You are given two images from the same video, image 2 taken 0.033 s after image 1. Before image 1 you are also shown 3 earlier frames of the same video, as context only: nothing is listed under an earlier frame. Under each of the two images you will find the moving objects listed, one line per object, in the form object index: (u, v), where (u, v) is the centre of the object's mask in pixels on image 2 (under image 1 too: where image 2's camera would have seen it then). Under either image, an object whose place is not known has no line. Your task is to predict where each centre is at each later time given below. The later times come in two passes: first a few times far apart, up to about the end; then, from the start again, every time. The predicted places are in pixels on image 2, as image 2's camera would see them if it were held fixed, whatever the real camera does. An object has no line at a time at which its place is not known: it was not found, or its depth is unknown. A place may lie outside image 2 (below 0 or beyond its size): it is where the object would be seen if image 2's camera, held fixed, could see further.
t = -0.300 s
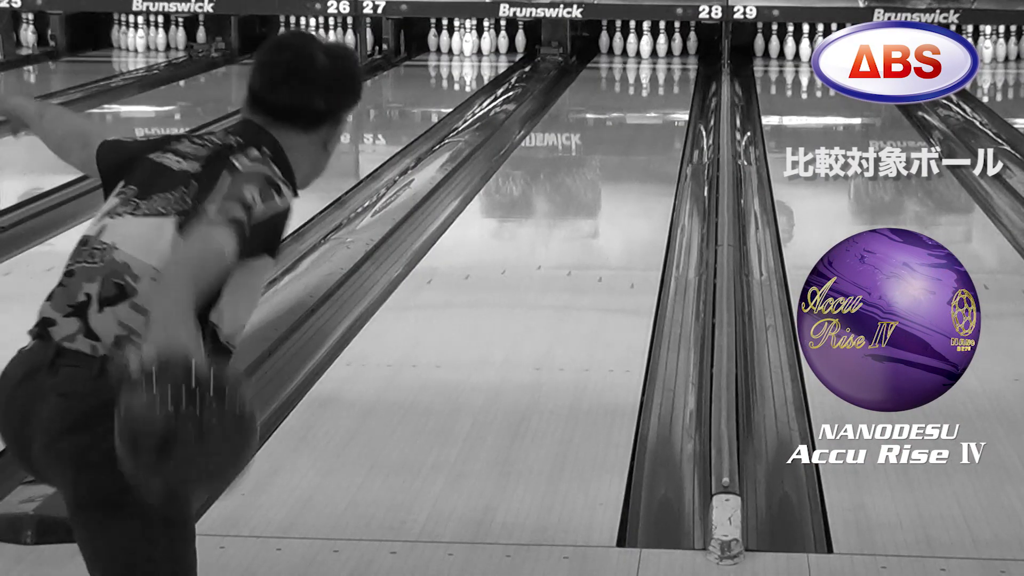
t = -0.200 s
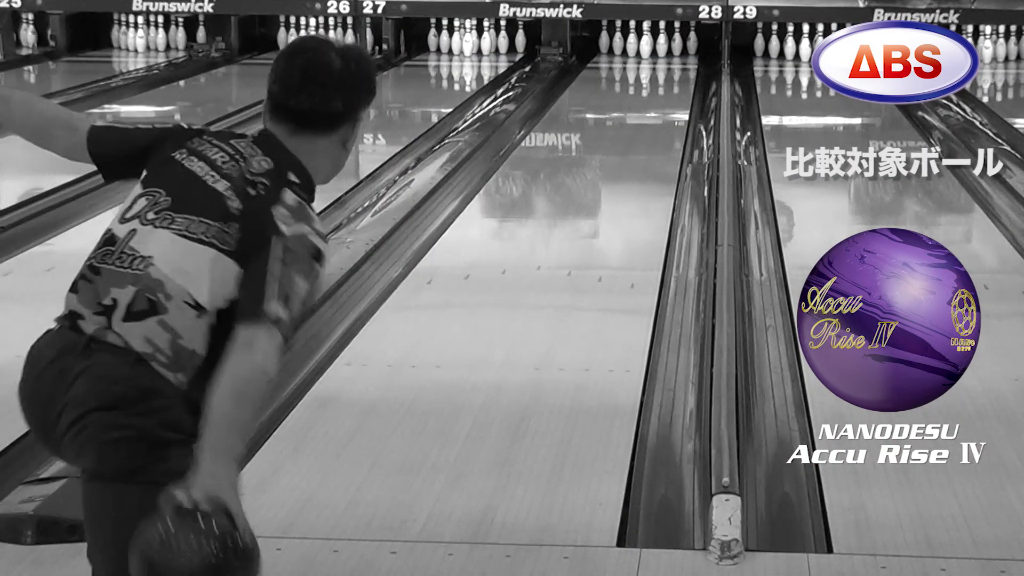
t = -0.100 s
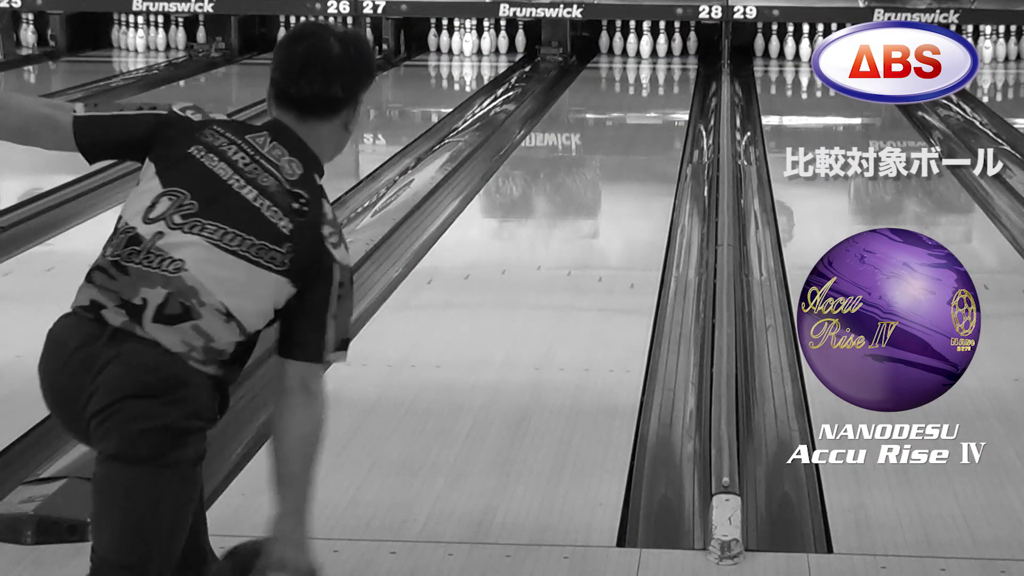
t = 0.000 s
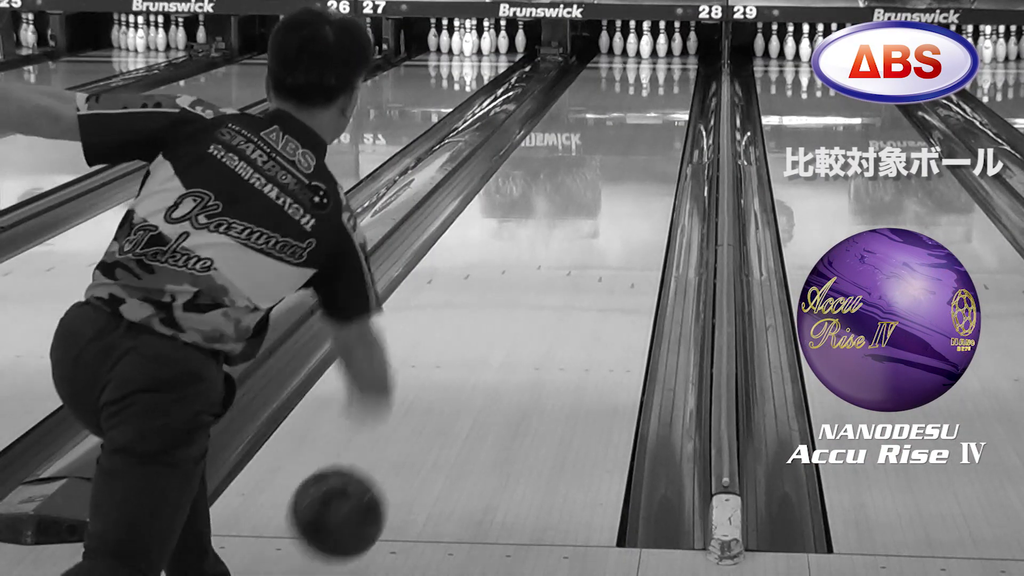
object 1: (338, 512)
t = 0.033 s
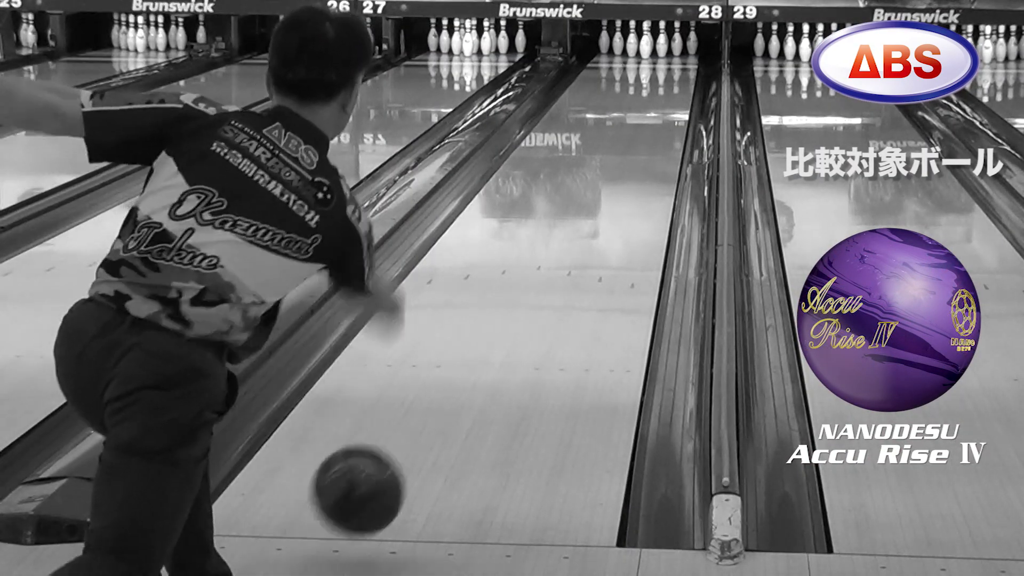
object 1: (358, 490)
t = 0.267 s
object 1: (465, 381)
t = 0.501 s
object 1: (529, 291)
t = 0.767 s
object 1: (577, 224)
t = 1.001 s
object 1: (606, 182)
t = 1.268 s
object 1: (630, 146)
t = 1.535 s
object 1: (646, 118)
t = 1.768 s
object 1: (655, 99)
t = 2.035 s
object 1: (661, 82)
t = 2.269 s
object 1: (661, 69)
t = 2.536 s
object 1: (658, 57)
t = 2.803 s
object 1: (655, 48)
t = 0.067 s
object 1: (378, 473)
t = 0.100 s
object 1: (395, 462)
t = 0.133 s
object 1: (411, 454)
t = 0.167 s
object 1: (426, 433)
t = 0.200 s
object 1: (441, 414)
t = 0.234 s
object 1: (453, 397)
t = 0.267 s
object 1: (465, 381)
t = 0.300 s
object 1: (476, 365)
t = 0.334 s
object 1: (486, 351)
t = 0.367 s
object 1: (496, 338)
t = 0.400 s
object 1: (505, 325)
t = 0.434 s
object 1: (514, 313)
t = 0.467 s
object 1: (522, 302)
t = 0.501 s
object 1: (529, 291)
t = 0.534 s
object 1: (536, 282)
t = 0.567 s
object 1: (543, 272)
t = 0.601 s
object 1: (550, 263)
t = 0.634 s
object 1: (556, 255)
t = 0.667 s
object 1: (562, 246)
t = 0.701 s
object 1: (567, 239)
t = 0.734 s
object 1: (572, 231)
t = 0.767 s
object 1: (577, 224)
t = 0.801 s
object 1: (582, 217)
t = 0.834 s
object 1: (586, 211)
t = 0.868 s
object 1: (591, 205)
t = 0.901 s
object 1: (595, 199)
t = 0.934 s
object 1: (599, 193)
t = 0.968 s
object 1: (603, 188)
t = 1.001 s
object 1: (606, 182)
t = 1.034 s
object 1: (609, 177)
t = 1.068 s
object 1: (613, 172)
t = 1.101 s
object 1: (616, 168)
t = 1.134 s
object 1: (619, 163)
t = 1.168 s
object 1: (622, 158)
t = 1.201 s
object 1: (624, 154)
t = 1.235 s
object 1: (627, 150)
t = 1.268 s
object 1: (630, 146)
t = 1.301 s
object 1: (632, 141)
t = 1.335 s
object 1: (634, 138)
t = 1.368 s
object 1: (637, 135)
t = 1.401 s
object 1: (639, 131)
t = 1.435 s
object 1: (641, 128)
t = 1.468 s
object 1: (643, 125)
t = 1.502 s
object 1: (645, 122)
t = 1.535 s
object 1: (646, 118)
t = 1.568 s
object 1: (648, 116)
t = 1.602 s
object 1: (649, 113)
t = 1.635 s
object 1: (651, 110)
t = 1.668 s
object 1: (652, 107)
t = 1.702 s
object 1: (653, 105)
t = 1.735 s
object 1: (654, 102)
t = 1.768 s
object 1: (655, 99)
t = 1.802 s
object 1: (656, 97)
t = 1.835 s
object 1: (657, 95)
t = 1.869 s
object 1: (658, 93)
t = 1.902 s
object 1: (659, 90)
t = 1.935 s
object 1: (660, 88)
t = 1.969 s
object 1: (660, 85)
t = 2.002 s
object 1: (661, 84)
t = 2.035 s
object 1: (661, 82)
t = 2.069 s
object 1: (661, 80)
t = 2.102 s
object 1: (661, 78)
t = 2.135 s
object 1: (661, 76)
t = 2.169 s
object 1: (661, 74)
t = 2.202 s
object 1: (661, 72)
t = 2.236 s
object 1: (661, 70)
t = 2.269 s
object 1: (661, 69)
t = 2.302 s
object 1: (661, 67)
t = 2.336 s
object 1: (660, 66)
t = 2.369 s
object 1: (661, 64)
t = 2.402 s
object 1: (660, 63)
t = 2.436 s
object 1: (660, 62)
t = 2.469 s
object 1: (659, 60)
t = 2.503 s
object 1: (659, 58)
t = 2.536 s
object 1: (658, 57)
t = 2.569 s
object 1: (657, 55)
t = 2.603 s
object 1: (656, 54)
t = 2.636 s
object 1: (656, 53)
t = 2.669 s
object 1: (655, 52)
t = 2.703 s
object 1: (654, 50)
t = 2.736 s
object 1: (654, 49)
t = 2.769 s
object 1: (654, 48)
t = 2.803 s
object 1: (655, 48)
